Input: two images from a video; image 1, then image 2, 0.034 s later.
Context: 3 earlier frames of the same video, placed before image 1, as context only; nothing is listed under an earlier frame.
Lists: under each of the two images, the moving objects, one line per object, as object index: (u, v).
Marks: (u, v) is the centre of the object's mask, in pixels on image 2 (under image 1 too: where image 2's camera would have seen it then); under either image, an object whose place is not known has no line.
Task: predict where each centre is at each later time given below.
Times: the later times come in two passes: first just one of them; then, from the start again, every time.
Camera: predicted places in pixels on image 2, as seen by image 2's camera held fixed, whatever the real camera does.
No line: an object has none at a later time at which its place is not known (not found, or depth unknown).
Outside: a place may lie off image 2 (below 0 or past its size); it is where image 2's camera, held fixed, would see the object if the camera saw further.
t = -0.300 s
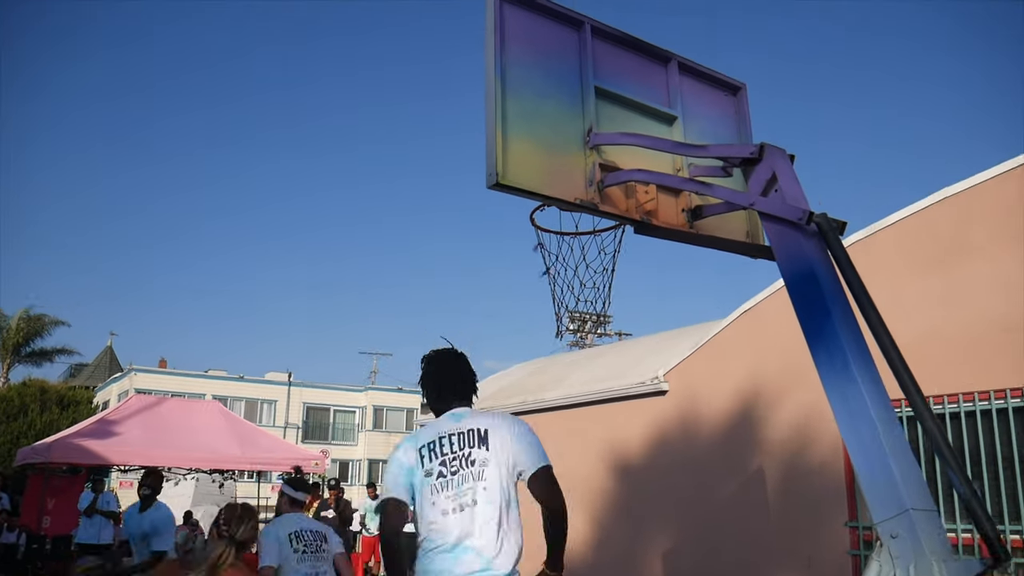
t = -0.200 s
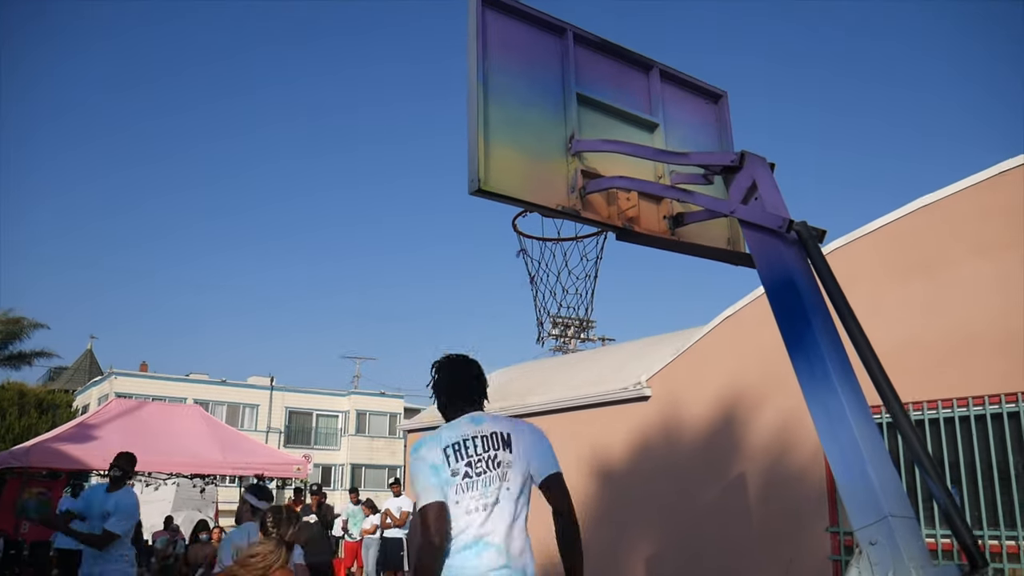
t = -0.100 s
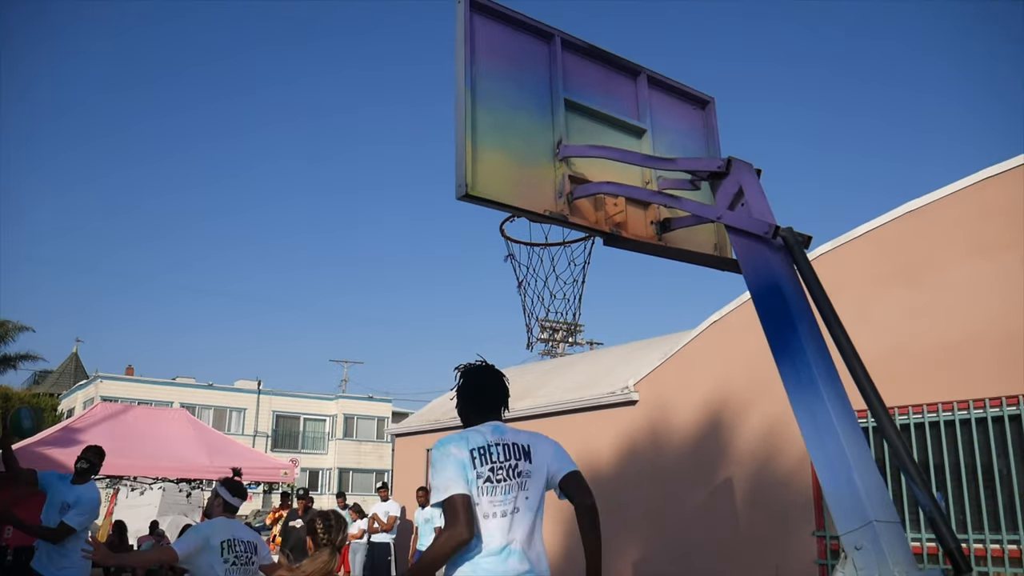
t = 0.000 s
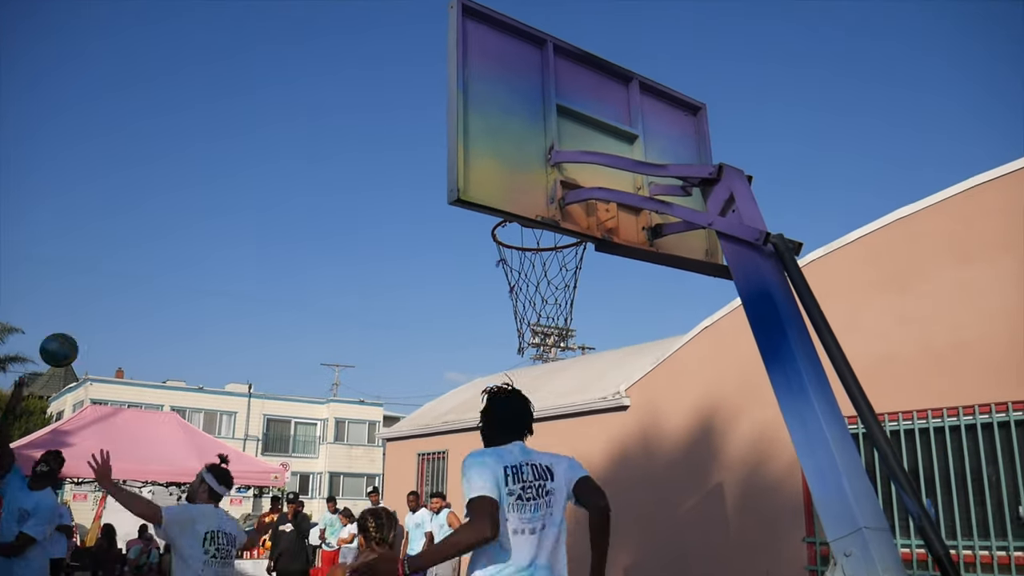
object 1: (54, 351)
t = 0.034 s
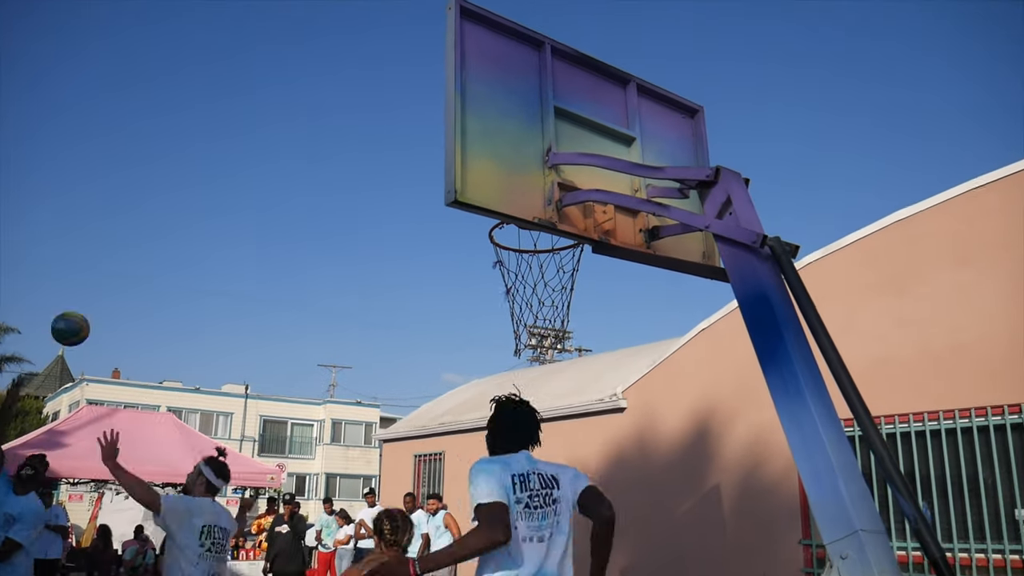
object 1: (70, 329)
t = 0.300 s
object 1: (186, 204)
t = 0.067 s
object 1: (85, 308)
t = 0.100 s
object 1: (100, 289)
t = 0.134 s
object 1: (115, 272)
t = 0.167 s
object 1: (130, 255)
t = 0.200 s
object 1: (144, 240)
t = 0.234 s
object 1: (158, 227)
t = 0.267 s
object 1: (172, 215)
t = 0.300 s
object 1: (186, 204)
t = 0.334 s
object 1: (200, 195)
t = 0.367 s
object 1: (213, 188)
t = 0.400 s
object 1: (227, 182)
